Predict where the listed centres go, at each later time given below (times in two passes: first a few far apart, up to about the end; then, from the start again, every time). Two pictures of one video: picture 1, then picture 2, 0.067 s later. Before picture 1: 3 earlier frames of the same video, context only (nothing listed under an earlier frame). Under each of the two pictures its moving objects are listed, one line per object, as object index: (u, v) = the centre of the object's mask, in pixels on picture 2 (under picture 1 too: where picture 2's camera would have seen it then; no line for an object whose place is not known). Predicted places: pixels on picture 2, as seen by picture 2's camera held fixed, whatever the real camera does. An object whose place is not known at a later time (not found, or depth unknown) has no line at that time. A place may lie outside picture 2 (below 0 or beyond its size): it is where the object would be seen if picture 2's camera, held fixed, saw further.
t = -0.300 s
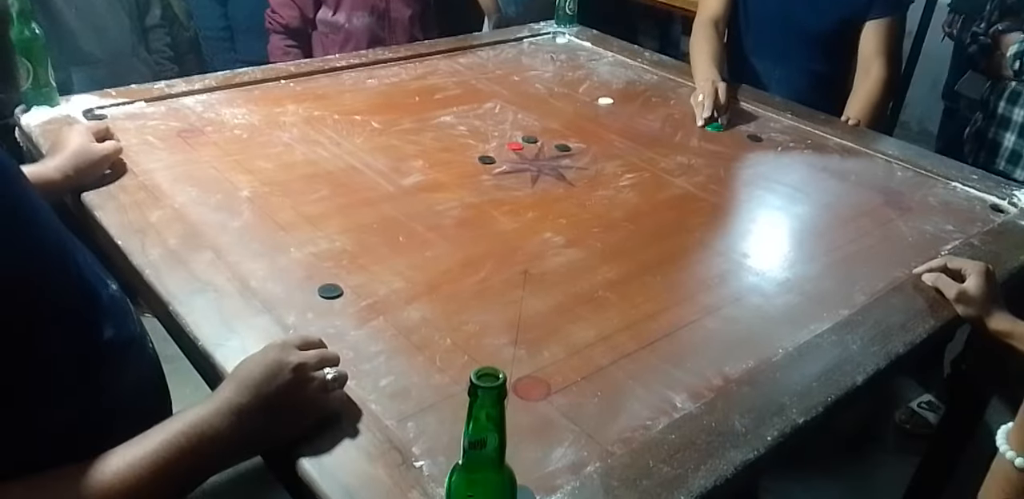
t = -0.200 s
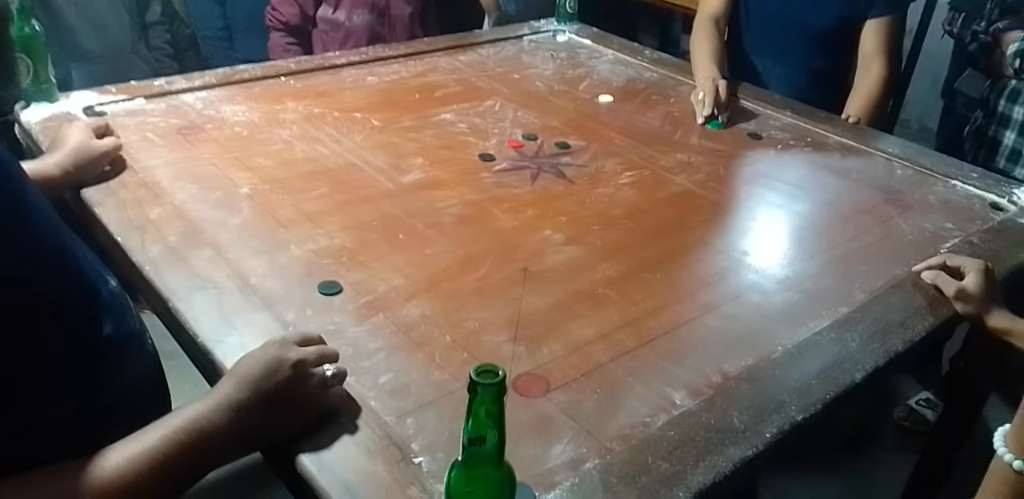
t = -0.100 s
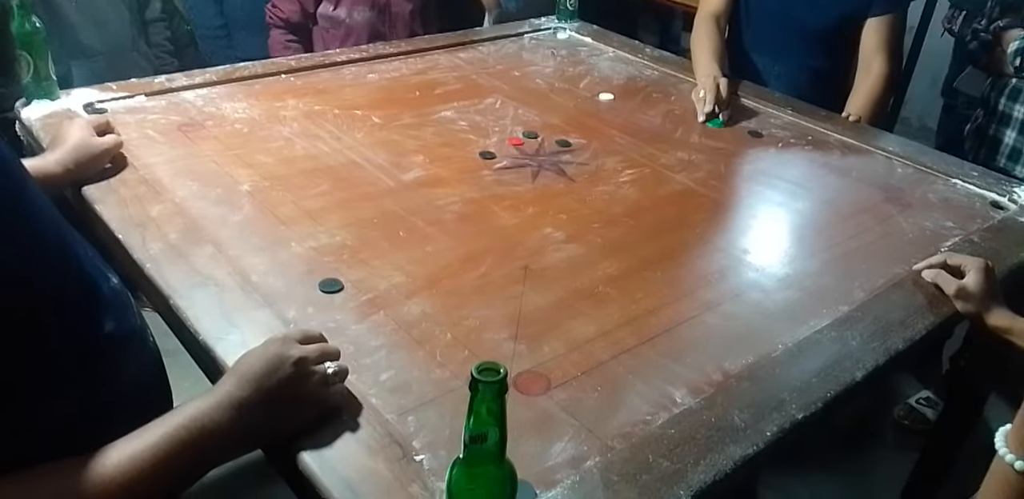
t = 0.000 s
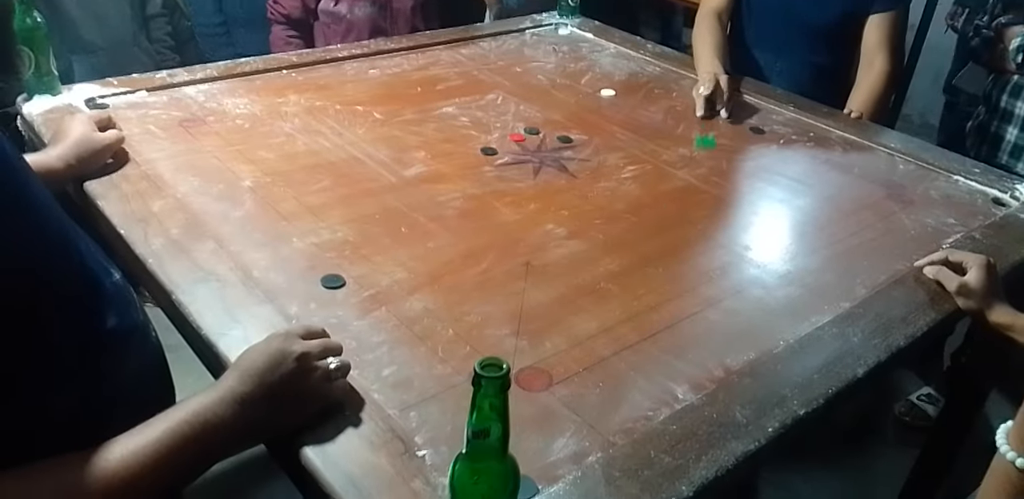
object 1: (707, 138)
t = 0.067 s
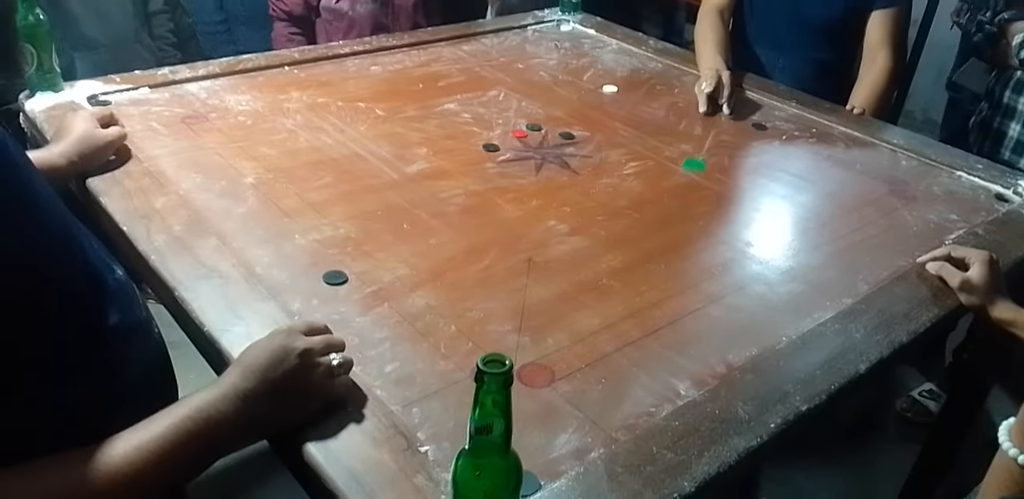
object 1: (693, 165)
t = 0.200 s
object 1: (663, 228)
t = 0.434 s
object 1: (597, 364)
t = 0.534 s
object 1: (566, 431)
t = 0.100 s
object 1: (687, 179)
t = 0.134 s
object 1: (679, 195)
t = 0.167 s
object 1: (671, 211)
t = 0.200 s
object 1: (663, 228)
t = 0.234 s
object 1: (654, 246)
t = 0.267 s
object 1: (646, 264)
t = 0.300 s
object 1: (637, 283)
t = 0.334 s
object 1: (627, 302)
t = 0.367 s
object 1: (618, 322)
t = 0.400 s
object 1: (607, 342)
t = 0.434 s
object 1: (597, 364)
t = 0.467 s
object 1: (587, 386)
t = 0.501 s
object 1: (576, 408)
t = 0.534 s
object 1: (566, 431)
